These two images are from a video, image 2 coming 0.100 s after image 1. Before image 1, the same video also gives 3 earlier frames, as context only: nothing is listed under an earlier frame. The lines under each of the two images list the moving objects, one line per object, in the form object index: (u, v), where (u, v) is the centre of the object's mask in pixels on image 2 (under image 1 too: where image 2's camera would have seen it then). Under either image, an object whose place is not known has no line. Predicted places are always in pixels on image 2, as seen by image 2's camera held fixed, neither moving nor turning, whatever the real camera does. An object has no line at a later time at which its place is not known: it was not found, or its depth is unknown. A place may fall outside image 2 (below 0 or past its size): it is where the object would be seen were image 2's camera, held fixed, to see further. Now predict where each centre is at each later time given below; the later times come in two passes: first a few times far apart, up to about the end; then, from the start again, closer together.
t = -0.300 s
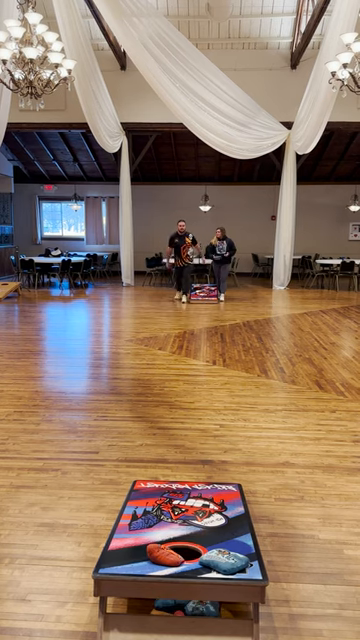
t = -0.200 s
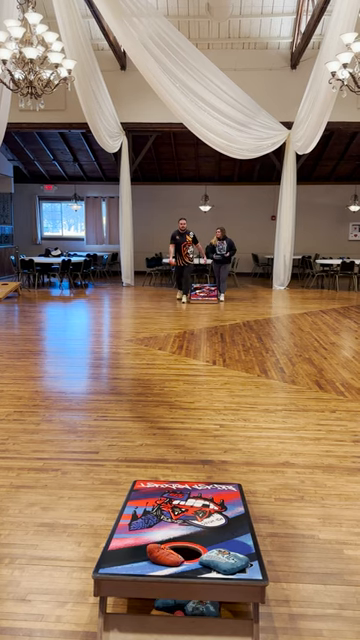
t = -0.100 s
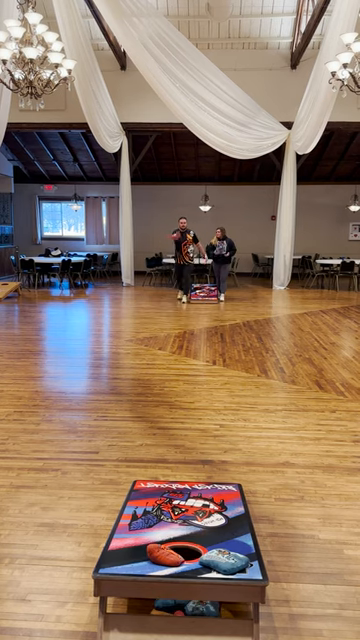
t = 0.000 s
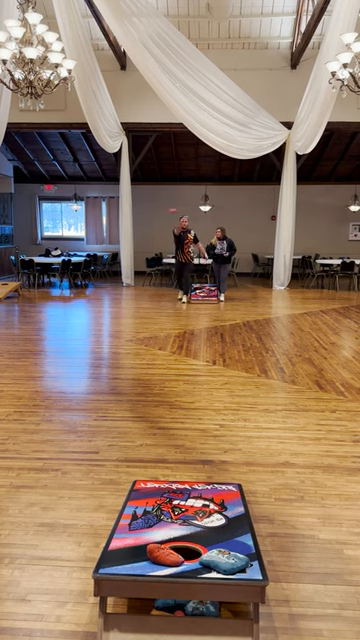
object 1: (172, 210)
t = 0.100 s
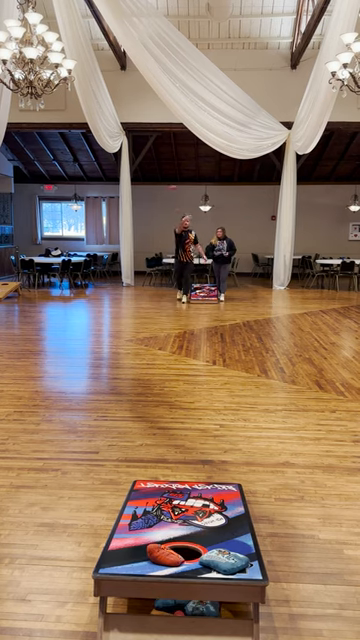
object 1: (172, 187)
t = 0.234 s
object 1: (173, 161)
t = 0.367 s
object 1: (173, 143)
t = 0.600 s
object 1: (174, 143)
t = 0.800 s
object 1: (174, 205)
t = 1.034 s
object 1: (173, 460)
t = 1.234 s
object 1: (199, 551)
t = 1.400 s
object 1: (207, 553)
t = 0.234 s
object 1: (173, 161)
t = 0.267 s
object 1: (173, 156)
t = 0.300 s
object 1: (173, 151)
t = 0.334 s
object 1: (173, 147)
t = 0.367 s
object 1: (173, 143)
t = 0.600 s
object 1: (174, 143)
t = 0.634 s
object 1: (174, 148)
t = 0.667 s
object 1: (174, 155)
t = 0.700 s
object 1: (175, 164)
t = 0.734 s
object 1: (174, 175)
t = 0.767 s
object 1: (174, 188)
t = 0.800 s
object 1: (174, 205)
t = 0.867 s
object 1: (173, 249)
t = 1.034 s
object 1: (173, 460)
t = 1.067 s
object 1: (173, 536)
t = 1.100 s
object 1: (179, 543)
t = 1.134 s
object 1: (184, 547)
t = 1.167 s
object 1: (189, 552)
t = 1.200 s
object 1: (195, 552)
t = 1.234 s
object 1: (199, 551)
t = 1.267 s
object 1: (204, 550)
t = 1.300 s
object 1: (206, 551)
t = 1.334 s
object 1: (207, 551)
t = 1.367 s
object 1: (208, 552)
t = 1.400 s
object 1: (207, 553)
